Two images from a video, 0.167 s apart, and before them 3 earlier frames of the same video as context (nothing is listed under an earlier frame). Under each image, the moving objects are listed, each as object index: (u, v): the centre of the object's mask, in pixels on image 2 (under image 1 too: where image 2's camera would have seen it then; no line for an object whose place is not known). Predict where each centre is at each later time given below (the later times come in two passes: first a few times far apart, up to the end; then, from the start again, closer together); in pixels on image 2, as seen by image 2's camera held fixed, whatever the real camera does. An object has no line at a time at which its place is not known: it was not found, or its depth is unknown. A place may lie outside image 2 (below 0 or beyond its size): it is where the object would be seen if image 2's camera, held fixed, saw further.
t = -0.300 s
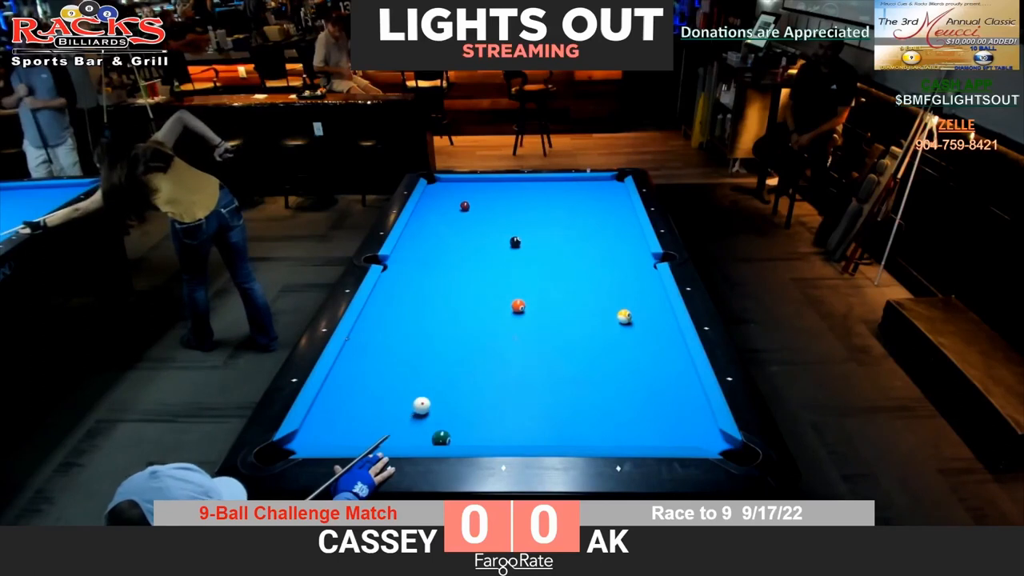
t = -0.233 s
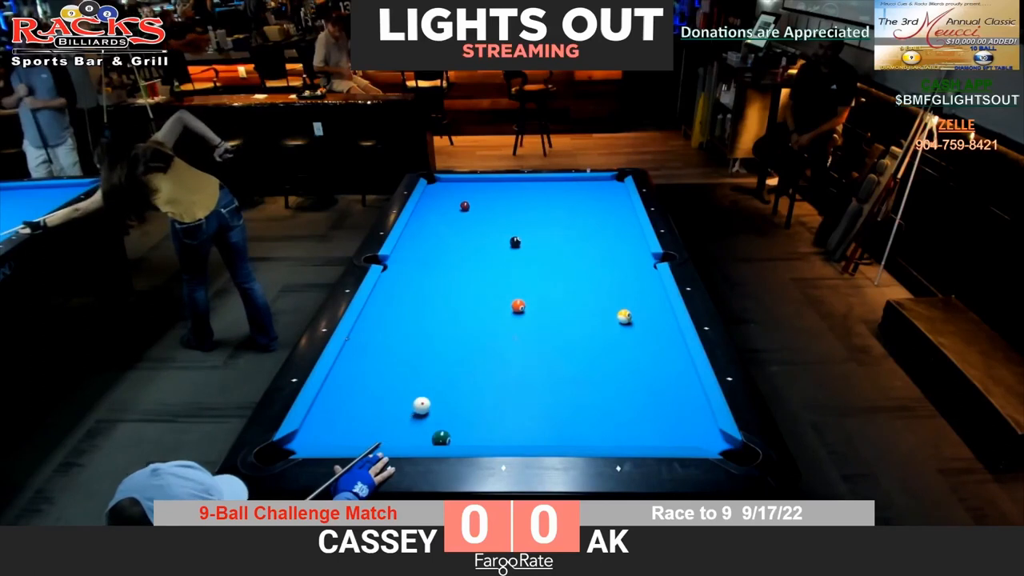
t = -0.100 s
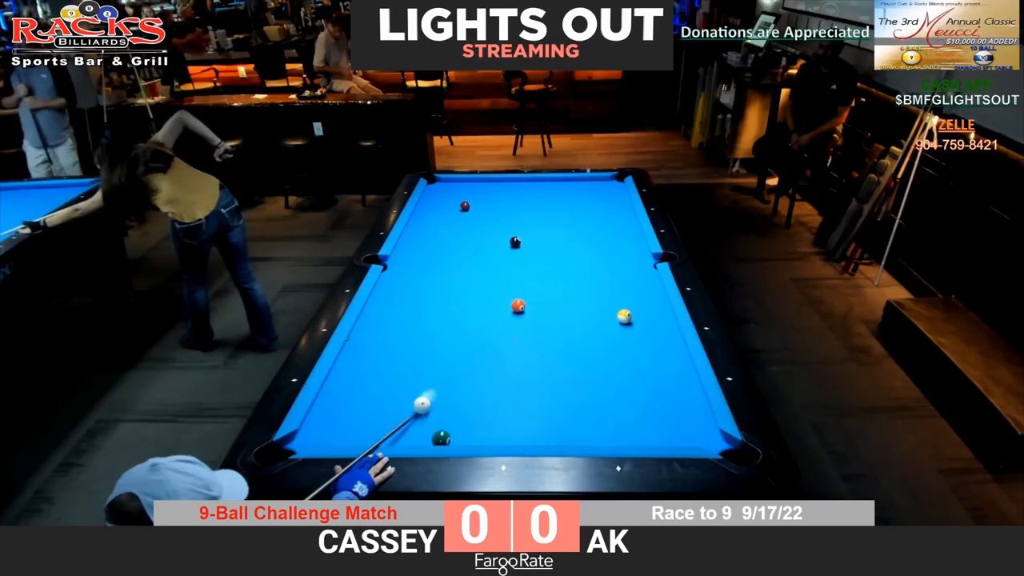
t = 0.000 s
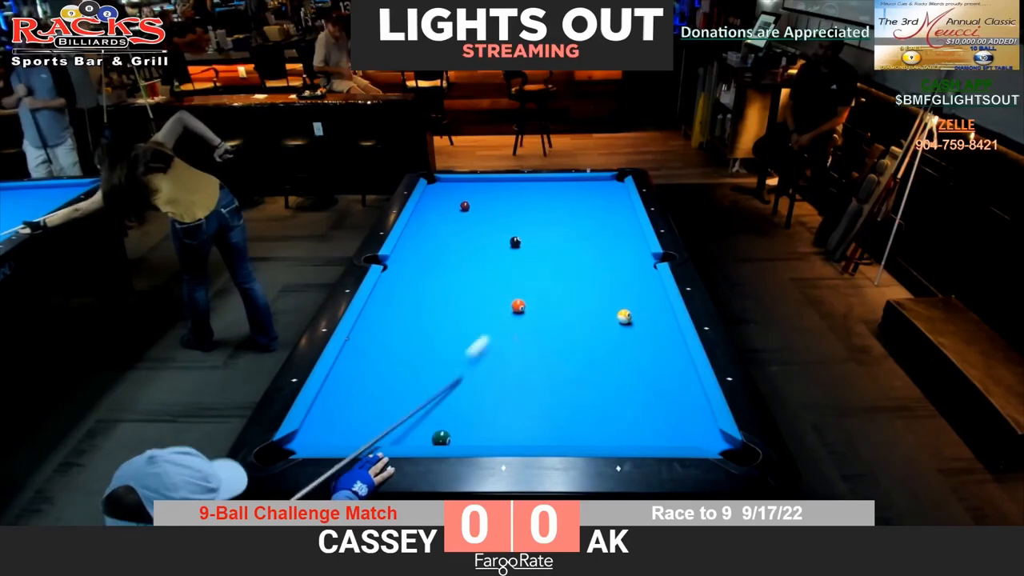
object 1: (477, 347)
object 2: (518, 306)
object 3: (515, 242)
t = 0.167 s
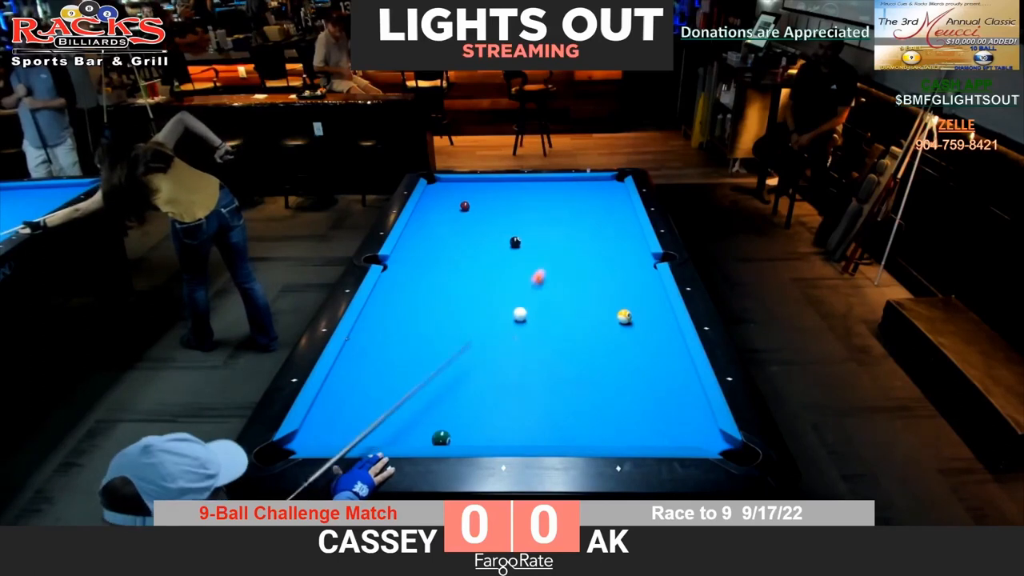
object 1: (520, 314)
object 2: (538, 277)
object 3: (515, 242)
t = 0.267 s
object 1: (523, 319)
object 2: (557, 251)
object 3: (515, 242)
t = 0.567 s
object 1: (530, 333)
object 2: (593, 202)
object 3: (515, 242)
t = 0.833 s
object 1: (537, 346)
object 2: (619, 182)
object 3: (515, 242)
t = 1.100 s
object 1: (543, 359)
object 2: (600, 192)
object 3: (515, 242)
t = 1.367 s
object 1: (549, 371)
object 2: (580, 203)
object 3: (515, 242)
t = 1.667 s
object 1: (556, 384)
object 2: (556, 215)
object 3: (515, 242)
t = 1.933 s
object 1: (562, 395)
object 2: (535, 227)
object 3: (515, 242)
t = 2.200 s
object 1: (567, 405)
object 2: (511, 237)
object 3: (515, 243)
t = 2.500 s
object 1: (572, 416)
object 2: (482, 243)
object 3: (518, 251)
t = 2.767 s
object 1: (577, 424)
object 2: (457, 247)
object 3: (520, 257)
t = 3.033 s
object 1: (580, 431)
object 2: (432, 251)
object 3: (523, 264)
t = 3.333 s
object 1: (584, 436)
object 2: (405, 256)
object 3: (525, 271)
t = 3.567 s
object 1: (585, 438)
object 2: (393, 259)
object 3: (527, 275)
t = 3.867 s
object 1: (586, 438)
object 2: (393, 263)
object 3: (529, 280)
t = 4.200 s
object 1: (586, 438)
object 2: (393, 267)
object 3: (531, 285)
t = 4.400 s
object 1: (586, 438)
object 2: (393, 269)
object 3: (533, 288)
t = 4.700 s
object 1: (586, 438)
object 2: (393, 270)
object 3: (534, 290)
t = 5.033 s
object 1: (586, 438)
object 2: (393, 271)
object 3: (535, 292)
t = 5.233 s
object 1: (586, 438)
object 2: (393, 271)
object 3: (535, 293)
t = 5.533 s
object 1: (586, 438)
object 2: (393, 271)
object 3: (535, 294)
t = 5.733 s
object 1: (586, 438)
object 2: (393, 271)
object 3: (535, 294)
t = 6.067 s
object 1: (586, 438)
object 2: (393, 271)
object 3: (535, 294)
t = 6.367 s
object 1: (586, 438)
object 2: (393, 271)
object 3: (535, 294)
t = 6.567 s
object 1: (586, 438)
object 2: (393, 271)
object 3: (535, 294)
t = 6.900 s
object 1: (586, 438)
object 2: (393, 271)
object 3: (535, 294)
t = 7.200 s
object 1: (586, 438)
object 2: (393, 271)
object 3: (535, 294)
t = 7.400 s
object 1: (586, 438)
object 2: (393, 271)
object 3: (535, 294)
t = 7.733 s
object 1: (586, 438)
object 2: (393, 271)
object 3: (535, 294)
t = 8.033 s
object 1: (586, 438)
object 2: (393, 271)
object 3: (535, 294)
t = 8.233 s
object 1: (586, 438)
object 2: (393, 271)
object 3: (535, 294)
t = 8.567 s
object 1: (586, 438)
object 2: (393, 271)
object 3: (535, 294)
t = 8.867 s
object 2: (393, 271)
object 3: (535, 294)
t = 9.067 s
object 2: (393, 271)
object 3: (535, 294)
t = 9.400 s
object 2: (393, 271)
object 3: (535, 294)
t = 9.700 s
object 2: (393, 271)
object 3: (535, 294)
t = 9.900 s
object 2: (393, 271)
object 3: (535, 294)
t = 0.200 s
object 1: (521, 315)
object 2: (545, 267)
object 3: (515, 242)
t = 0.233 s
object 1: (522, 317)
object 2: (551, 259)
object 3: (515, 242)
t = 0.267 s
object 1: (523, 319)
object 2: (557, 251)
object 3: (515, 242)
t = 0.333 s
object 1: (524, 322)
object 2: (567, 237)
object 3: (515, 242)
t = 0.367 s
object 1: (525, 324)
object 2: (571, 231)
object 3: (515, 242)
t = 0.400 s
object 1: (526, 325)
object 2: (575, 226)
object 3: (515, 242)
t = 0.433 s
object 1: (527, 327)
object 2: (579, 221)
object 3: (515, 242)
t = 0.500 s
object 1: (529, 330)
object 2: (586, 211)
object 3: (515, 242)
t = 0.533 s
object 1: (529, 332)
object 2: (590, 206)
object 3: (515, 242)
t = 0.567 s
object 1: (530, 333)
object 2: (593, 202)
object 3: (515, 242)
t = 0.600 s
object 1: (531, 335)
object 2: (596, 197)
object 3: (515, 242)
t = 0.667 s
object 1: (533, 338)
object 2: (602, 189)
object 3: (515, 242)
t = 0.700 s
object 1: (533, 340)
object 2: (605, 185)
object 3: (515, 242)
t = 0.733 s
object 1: (534, 341)
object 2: (608, 181)
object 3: (515, 242)
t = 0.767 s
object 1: (535, 343)
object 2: (611, 179)
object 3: (515, 242)
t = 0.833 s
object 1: (537, 346)
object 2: (619, 182)
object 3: (515, 242)
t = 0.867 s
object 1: (538, 347)
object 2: (617, 183)
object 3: (515, 242)
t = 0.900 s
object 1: (538, 349)
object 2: (614, 184)
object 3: (515, 242)
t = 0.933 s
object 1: (539, 351)
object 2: (612, 186)
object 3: (515, 242)
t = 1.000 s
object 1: (541, 354)
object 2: (607, 188)
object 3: (515, 242)
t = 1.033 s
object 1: (542, 355)
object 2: (605, 189)
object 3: (515, 242)
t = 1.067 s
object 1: (542, 357)
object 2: (602, 191)
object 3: (515, 242)
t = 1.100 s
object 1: (543, 359)
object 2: (600, 192)
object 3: (515, 242)
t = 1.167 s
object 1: (545, 362)
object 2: (595, 195)
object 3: (515, 242)
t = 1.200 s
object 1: (546, 363)
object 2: (593, 196)
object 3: (515, 242)
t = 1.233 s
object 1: (546, 365)
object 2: (590, 197)
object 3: (515, 242)
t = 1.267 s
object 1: (547, 366)
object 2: (587, 199)
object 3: (515, 242)
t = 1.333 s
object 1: (549, 369)
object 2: (583, 201)
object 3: (515, 242)
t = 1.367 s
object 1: (549, 371)
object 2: (580, 203)
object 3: (515, 242)
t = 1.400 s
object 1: (550, 373)
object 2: (577, 204)
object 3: (515, 242)
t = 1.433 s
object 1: (551, 374)
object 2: (575, 205)
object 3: (515, 242)
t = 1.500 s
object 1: (552, 377)
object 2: (570, 208)
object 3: (515, 242)
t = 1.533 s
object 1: (553, 378)
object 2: (567, 209)
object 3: (515, 242)
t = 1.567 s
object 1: (554, 380)
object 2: (565, 211)
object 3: (515, 242)
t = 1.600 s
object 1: (554, 381)
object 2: (562, 212)
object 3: (515, 242)
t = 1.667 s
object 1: (556, 384)
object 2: (556, 215)
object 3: (515, 242)
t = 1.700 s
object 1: (557, 386)
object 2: (554, 216)
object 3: (515, 242)
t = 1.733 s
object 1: (557, 387)
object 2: (551, 218)
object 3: (515, 242)
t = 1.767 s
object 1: (558, 388)
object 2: (548, 220)
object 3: (515, 242)
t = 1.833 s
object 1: (560, 391)
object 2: (543, 223)
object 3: (515, 242)
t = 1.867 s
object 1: (560, 392)
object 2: (540, 224)
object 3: (515, 242)
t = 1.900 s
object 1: (561, 394)
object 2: (537, 225)
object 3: (515, 242)
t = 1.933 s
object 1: (562, 395)
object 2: (535, 227)
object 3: (515, 242)
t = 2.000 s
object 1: (563, 398)
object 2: (529, 230)
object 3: (515, 242)
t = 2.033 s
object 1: (564, 399)
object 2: (526, 231)
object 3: (515, 242)
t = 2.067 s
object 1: (564, 400)
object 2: (523, 233)
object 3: (515, 242)
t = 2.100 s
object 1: (565, 402)
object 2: (521, 234)
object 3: (515, 242)
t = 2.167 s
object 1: (566, 404)
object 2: (514, 234)
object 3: (515, 243)
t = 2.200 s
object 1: (567, 405)
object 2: (511, 237)
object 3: (515, 243)
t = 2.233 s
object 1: (568, 407)
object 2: (507, 238)
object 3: (516, 244)
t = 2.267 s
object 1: (568, 408)
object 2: (505, 239)
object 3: (516, 245)
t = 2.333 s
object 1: (569, 410)
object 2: (498, 240)
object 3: (516, 247)
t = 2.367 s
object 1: (570, 411)
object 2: (495, 241)
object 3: (517, 247)
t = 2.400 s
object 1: (570, 412)
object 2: (492, 241)
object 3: (517, 249)
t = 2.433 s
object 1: (571, 414)
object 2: (488, 242)
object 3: (517, 249)
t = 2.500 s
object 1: (572, 416)
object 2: (482, 243)
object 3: (518, 251)
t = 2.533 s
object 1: (573, 417)
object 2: (479, 243)
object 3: (518, 252)
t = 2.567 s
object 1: (573, 418)
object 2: (476, 244)
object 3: (518, 252)
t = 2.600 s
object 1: (574, 419)
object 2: (472, 244)
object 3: (519, 253)
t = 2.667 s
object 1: (575, 421)
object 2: (466, 246)
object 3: (519, 255)
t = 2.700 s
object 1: (576, 422)
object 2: (463, 246)
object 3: (520, 256)
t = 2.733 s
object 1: (576, 423)
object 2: (460, 247)
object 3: (520, 257)
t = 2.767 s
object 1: (577, 424)
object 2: (457, 247)
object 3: (520, 257)
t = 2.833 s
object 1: (578, 426)
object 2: (451, 248)
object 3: (521, 259)
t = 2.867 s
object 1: (578, 427)
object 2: (448, 249)
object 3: (521, 260)
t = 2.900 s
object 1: (579, 428)
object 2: (444, 249)
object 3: (521, 261)
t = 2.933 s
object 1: (579, 429)
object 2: (441, 250)
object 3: (522, 262)
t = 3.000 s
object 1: (580, 430)
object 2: (435, 251)
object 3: (522, 263)
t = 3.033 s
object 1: (580, 431)
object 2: (432, 251)
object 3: (523, 264)
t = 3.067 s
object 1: (581, 432)
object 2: (429, 252)
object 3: (523, 265)
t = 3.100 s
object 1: (581, 433)
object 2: (426, 252)
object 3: (523, 265)
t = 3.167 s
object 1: (582, 434)
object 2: (420, 253)
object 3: (524, 266)
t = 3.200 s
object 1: (583, 434)
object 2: (417, 254)
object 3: (524, 267)
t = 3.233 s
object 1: (583, 435)
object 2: (414, 254)
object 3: (524, 268)
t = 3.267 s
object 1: (583, 435)
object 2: (411, 255)
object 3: (525, 269)
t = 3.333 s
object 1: (584, 436)
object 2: (405, 256)
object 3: (525, 271)
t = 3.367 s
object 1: (584, 436)
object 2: (403, 256)
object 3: (525, 271)
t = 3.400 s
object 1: (585, 436)
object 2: (399, 257)
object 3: (526, 272)
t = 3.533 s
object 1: (586, 438)
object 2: (393, 259)
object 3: (527, 275)
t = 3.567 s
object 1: (585, 438)
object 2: (393, 259)
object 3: (527, 275)
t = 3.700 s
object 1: (586, 439)
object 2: (394, 261)
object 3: (528, 277)
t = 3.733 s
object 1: (586, 439)
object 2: (393, 261)
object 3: (528, 278)
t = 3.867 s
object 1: (586, 438)
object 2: (393, 263)
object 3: (529, 280)
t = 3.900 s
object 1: (586, 438)
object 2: (393, 264)
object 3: (529, 281)
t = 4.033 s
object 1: (586, 438)
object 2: (393, 265)
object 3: (530, 283)
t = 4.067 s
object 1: (586, 438)
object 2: (393, 265)
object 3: (531, 283)
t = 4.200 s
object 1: (586, 438)
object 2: (393, 267)
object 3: (531, 285)
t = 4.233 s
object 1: (586, 438)
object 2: (393, 267)
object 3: (532, 285)
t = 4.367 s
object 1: (586, 438)
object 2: (393, 268)
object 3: (532, 287)
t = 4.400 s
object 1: (586, 438)
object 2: (393, 269)
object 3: (533, 288)
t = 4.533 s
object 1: (586, 438)
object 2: (393, 269)
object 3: (533, 289)
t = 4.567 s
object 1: (586, 438)
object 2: (393, 269)
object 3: (533, 289)
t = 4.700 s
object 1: (586, 438)
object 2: (393, 270)
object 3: (534, 290)
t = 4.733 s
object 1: (586, 438)
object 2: (393, 270)
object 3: (534, 291)
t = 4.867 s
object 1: (586, 438)
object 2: (393, 271)
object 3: (535, 291)
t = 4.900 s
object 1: (586, 438)
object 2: (393, 271)
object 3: (535, 292)
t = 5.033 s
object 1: (586, 438)
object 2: (393, 271)
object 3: (535, 292)
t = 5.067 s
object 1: (586, 438)
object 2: (393, 271)
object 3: (535, 293)
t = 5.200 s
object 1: (586, 438)
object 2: (393, 271)
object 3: (535, 293)
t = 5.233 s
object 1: (586, 438)
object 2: (393, 271)
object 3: (535, 293)
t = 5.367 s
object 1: (586, 438)
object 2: (393, 271)
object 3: (535, 293)
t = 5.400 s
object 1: (586, 438)
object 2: (393, 271)
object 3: (535, 294)
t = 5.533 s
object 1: (586, 438)
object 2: (393, 271)
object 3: (535, 294)
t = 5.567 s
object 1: (586, 438)
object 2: (393, 271)
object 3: (535, 294)
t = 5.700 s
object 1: (586, 438)
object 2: (393, 271)
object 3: (535, 294)
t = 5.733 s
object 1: (586, 438)
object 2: (393, 271)
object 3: (535, 294)
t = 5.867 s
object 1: (586, 438)
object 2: (393, 271)
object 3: (535, 294)
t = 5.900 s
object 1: (586, 438)
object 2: (393, 271)
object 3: (535, 294)
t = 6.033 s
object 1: (586, 438)
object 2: (393, 271)
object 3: (535, 294)
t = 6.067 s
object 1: (586, 438)
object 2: (393, 271)
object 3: (535, 294)
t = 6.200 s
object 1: (586, 438)
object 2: (393, 271)
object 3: (535, 294)
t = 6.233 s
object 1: (586, 438)
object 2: (393, 271)
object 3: (535, 294)
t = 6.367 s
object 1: (586, 438)
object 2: (393, 271)
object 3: (535, 294)
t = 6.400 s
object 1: (586, 438)
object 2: (393, 271)
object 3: (535, 294)
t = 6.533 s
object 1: (586, 438)
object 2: (393, 271)
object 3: (535, 294)
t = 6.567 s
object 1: (586, 438)
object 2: (393, 271)
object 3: (535, 294)
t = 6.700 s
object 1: (586, 438)
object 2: (393, 271)
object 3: (535, 294)
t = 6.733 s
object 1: (586, 438)
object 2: (393, 271)
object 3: (535, 294)
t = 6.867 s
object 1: (586, 438)
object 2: (393, 271)
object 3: (535, 294)
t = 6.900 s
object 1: (586, 438)
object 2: (393, 271)
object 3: (535, 294)
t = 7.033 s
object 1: (586, 438)
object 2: (393, 271)
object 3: (535, 294)
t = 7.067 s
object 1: (586, 438)
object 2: (393, 271)
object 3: (535, 294)
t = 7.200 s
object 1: (586, 438)
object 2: (393, 271)
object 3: (535, 294)
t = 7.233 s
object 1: (586, 438)
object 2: (393, 271)
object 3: (535, 294)
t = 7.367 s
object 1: (586, 438)
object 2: (393, 271)
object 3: (535, 294)
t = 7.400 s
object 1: (586, 438)
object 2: (393, 271)
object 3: (535, 294)
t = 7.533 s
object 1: (586, 438)
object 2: (393, 271)
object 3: (535, 294)
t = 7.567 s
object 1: (586, 438)
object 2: (393, 271)
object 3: (535, 294)
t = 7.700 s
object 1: (586, 438)
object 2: (393, 271)
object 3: (535, 294)
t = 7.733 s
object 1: (586, 438)
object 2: (393, 271)
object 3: (535, 294)
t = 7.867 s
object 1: (586, 438)
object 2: (393, 271)
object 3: (535, 294)
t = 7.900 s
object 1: (586, 438)
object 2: (393, 271)
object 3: (535, 294)
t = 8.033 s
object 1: (586, 438)
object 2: (393, 271)
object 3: (535, 294)
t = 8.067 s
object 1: (586, 438)
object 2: (393, 271)
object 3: (535, 294)
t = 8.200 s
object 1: (586, 438)
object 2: (393, 271)
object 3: (535, 294)
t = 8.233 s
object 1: (586, 438)
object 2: (393, 271)
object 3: (535, 294)
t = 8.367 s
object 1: (586, 438)
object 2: (393, 271)
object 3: (535, 294)
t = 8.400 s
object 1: (586, 438)
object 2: (393, 271)
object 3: (535, 294)
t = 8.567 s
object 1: (586, 438)
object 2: (393, 271)
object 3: (535, 294)
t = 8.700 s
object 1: (586, 438)
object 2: (393, 271)
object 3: (535, 294)
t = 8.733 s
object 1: (586, 438)
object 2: (393, 271)
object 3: (535, 294)
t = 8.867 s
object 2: (393, 271)
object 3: (535, 294)
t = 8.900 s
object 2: (393, 271)
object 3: (535, 294)
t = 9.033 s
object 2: (393, 271)
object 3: (535, 294)
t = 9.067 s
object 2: (393, 271)
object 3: (535, 294)
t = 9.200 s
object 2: (393, 271)
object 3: (535, 294)
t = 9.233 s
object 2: (393, 271)
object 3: (535, 294)
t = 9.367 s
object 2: (393, 271)
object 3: (535, 294)
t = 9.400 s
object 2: (393, 271)
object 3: (535, 294)
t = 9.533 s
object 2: (393, 271)
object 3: (535, 294)
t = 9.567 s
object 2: (393, 271)
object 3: (535, 294)
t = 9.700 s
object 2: (393, 271)
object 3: (535, 294)
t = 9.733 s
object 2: (393, 271)
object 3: (535, 294)
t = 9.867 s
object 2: (393, 271)
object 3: (535, 294)
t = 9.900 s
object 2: (393, 271)
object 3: (535, 294)
